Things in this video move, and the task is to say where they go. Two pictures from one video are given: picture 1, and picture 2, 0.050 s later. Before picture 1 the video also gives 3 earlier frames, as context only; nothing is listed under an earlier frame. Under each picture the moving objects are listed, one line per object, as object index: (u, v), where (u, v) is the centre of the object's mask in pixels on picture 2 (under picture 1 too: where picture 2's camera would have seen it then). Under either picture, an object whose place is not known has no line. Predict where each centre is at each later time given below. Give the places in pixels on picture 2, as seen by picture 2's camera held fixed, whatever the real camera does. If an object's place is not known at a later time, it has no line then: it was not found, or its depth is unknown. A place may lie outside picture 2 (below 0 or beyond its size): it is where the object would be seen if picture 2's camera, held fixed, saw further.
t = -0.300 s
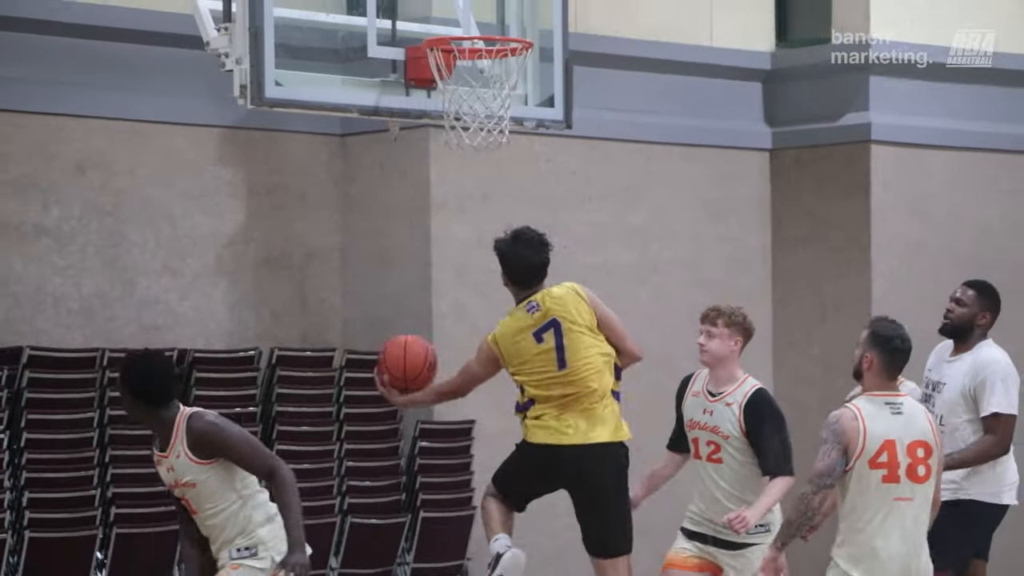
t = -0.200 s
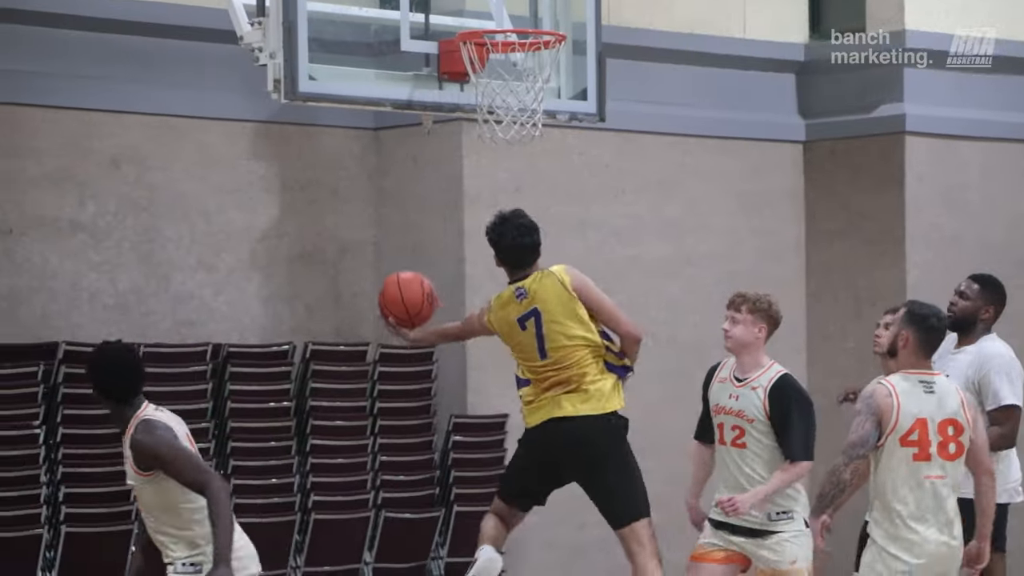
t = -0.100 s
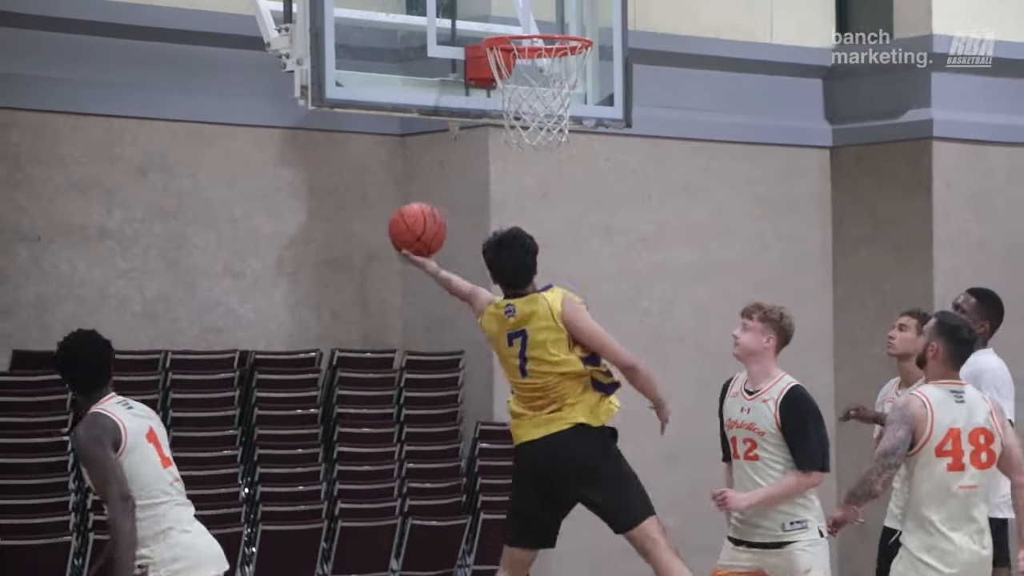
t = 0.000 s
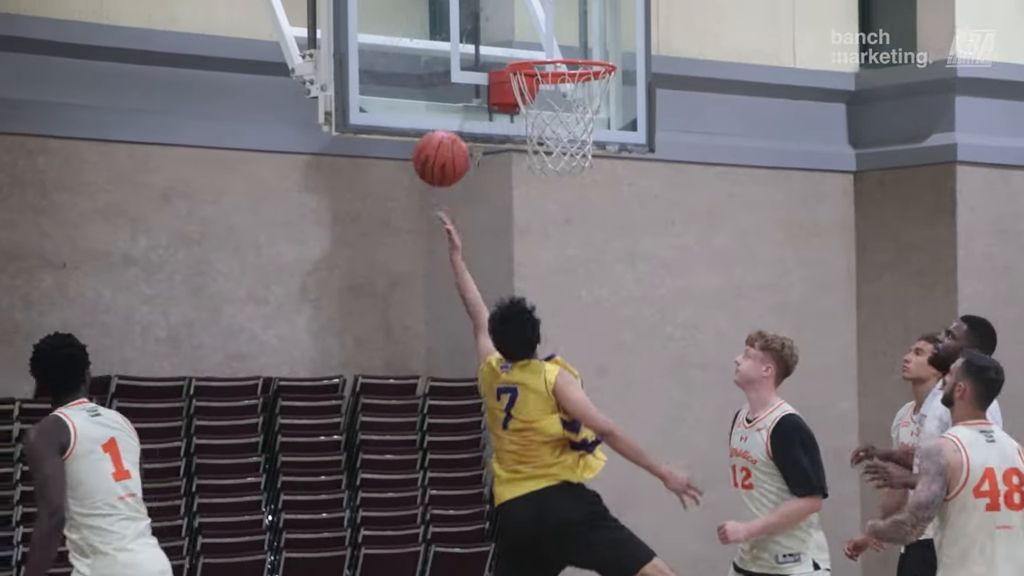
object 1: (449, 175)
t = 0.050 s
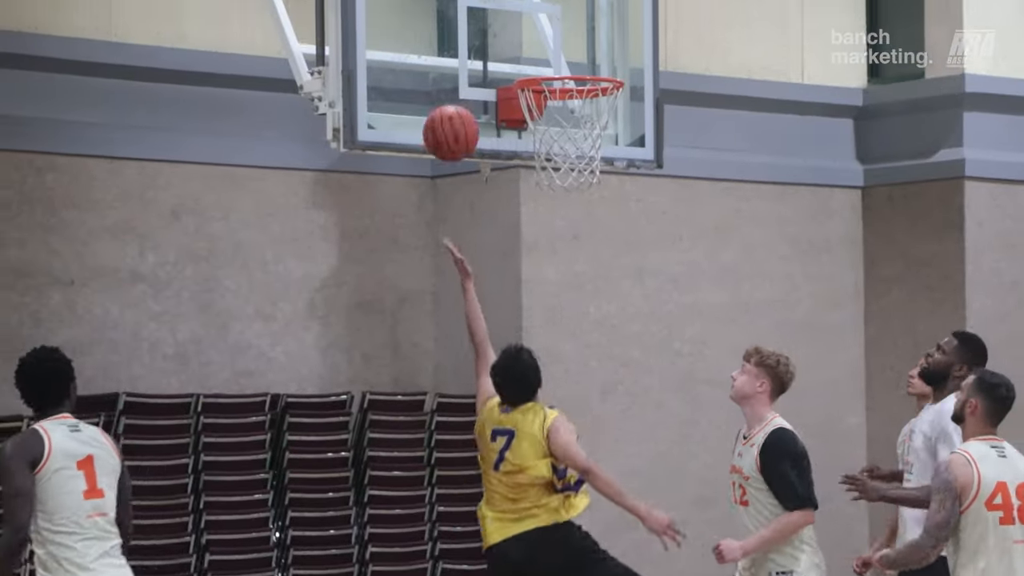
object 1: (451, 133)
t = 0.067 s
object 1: (451, 120)
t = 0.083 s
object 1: (452, 108)
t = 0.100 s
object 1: (452, 97)
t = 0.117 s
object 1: (453, 87)
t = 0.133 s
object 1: (454, 77)
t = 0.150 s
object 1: (455, 68)
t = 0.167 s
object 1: (455, 59)
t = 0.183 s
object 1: (456, 51)
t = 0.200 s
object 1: (456, 44)
